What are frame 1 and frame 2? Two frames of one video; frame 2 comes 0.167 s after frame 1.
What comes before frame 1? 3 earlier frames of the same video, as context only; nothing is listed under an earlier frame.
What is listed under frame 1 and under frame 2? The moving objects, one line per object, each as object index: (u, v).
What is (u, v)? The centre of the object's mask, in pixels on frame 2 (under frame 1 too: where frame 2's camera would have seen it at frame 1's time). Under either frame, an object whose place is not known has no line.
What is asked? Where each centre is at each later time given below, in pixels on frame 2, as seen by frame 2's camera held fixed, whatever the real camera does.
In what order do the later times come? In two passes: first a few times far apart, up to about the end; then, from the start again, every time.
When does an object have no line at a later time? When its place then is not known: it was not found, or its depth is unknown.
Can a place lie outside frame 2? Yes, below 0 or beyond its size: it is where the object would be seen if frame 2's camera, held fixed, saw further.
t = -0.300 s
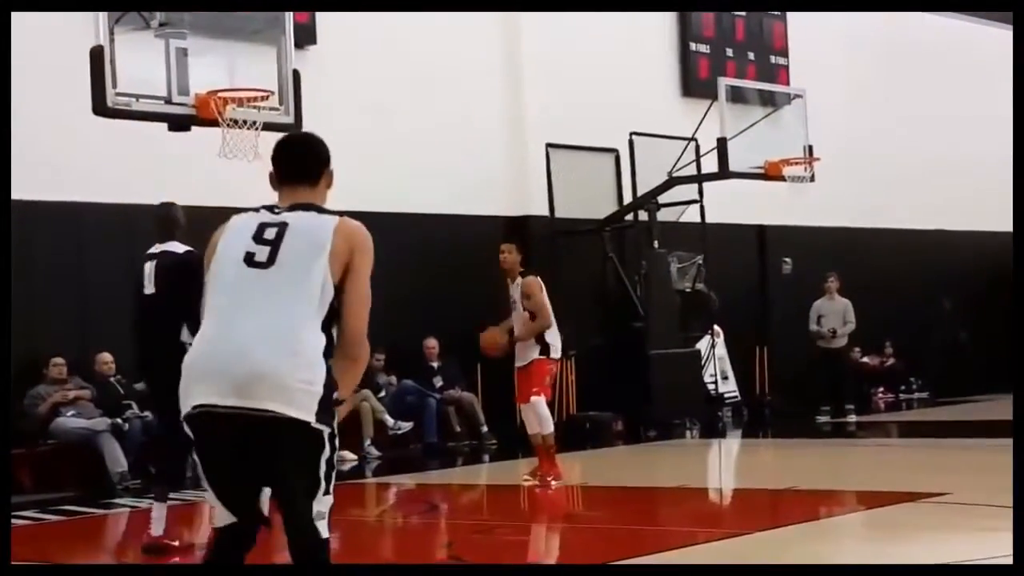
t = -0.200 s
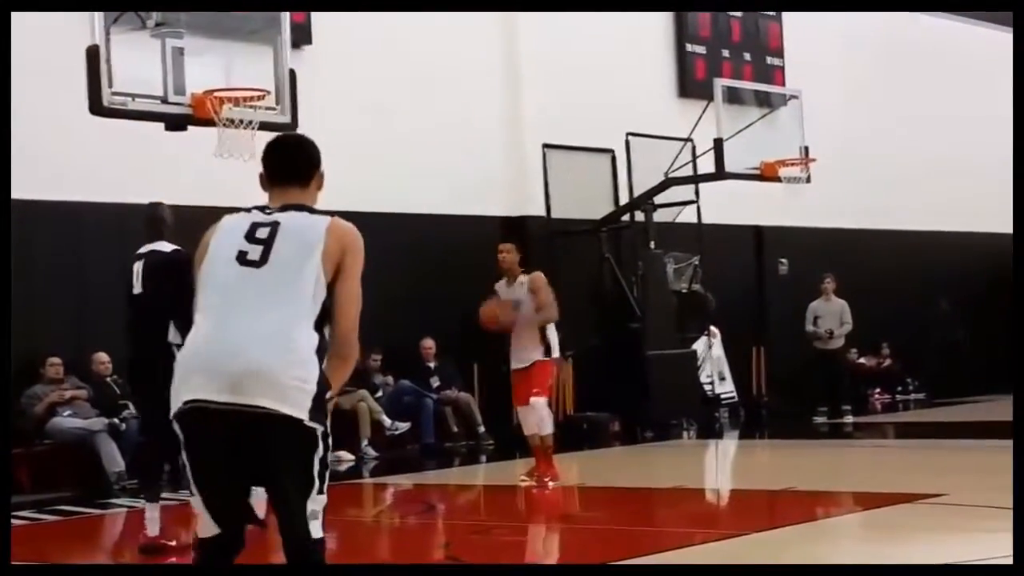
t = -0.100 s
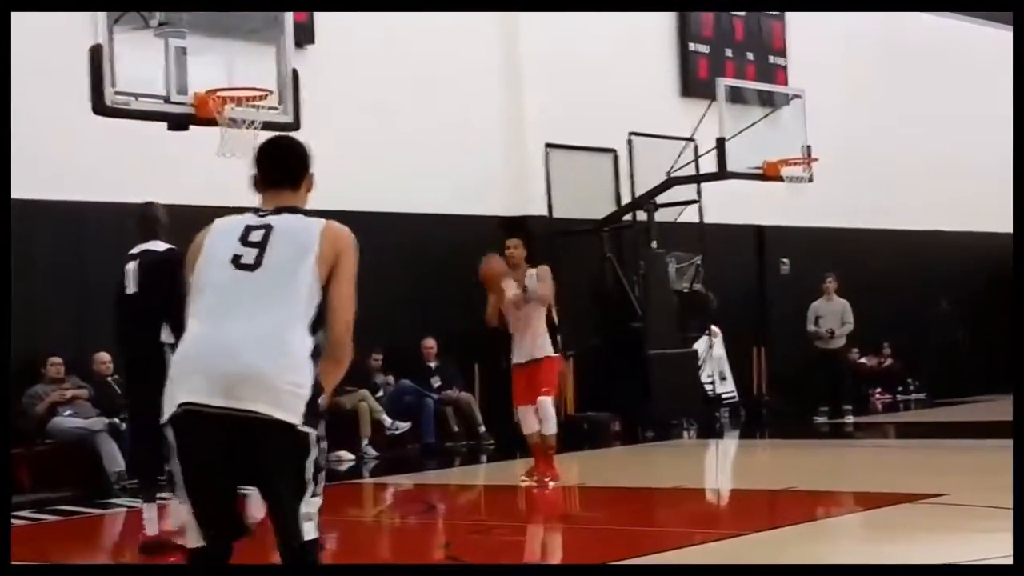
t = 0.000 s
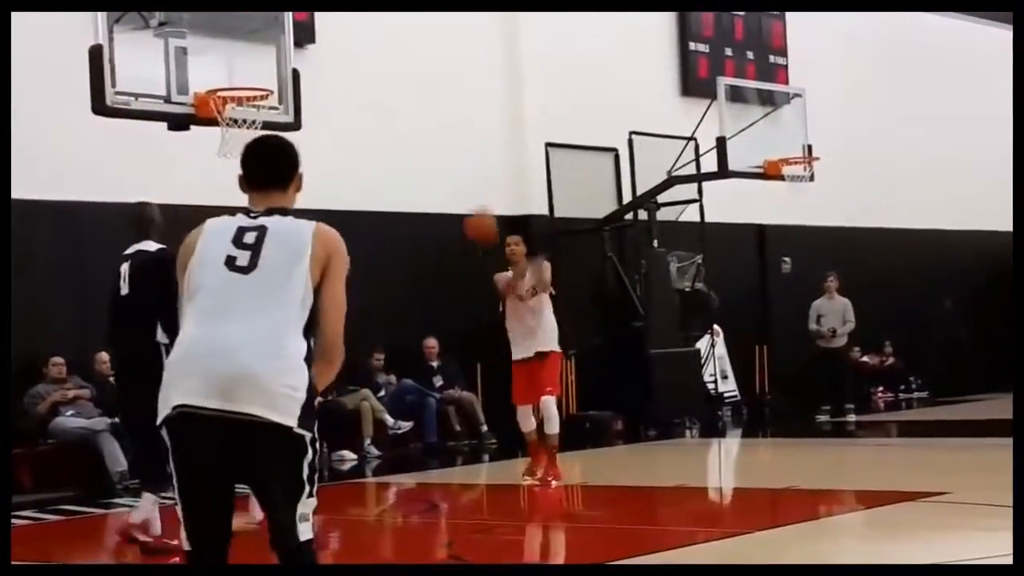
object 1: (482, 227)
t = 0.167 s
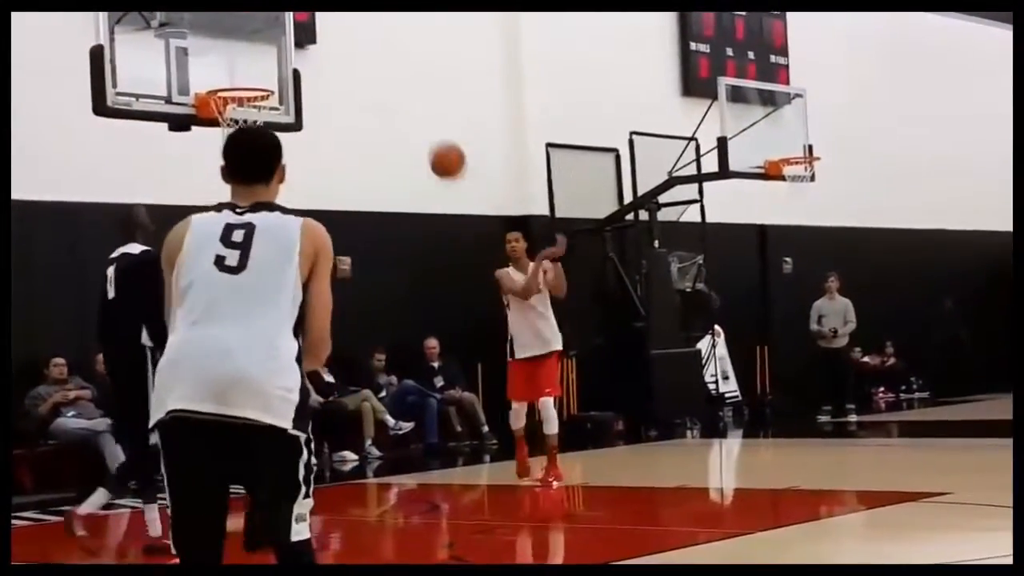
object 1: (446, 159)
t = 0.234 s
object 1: (432, 139)
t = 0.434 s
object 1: (372, 114)
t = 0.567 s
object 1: (316, 129)
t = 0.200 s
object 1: (439, 149)
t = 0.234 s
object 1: (432, 139)
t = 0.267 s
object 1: (424, 131)
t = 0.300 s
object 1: (414, 124)
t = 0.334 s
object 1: (405, 120)
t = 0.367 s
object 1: (394, 116)
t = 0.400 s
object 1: (383, 114)
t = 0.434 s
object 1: (372, 114)
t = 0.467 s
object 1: (360, 115)
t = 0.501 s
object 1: (343, 117)
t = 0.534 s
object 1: (329, 123)
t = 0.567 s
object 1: (316, 129)
